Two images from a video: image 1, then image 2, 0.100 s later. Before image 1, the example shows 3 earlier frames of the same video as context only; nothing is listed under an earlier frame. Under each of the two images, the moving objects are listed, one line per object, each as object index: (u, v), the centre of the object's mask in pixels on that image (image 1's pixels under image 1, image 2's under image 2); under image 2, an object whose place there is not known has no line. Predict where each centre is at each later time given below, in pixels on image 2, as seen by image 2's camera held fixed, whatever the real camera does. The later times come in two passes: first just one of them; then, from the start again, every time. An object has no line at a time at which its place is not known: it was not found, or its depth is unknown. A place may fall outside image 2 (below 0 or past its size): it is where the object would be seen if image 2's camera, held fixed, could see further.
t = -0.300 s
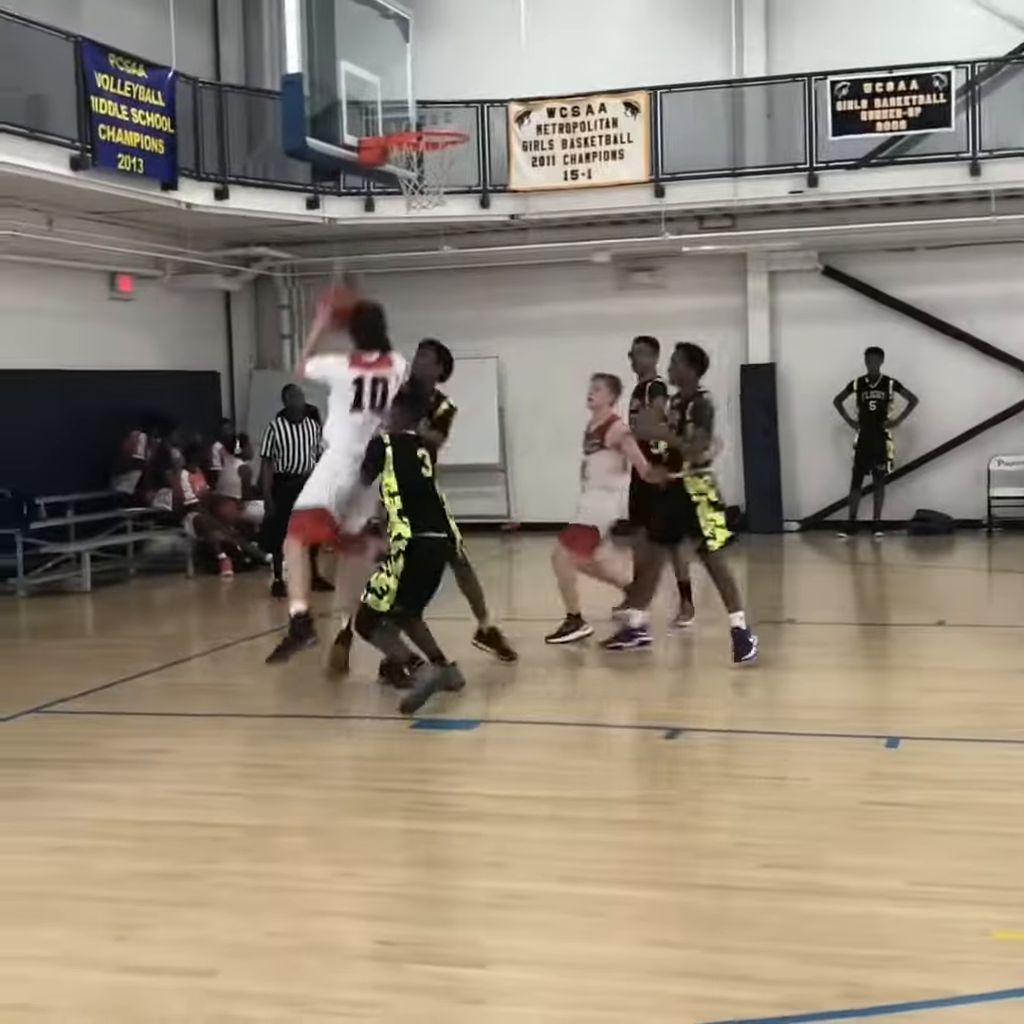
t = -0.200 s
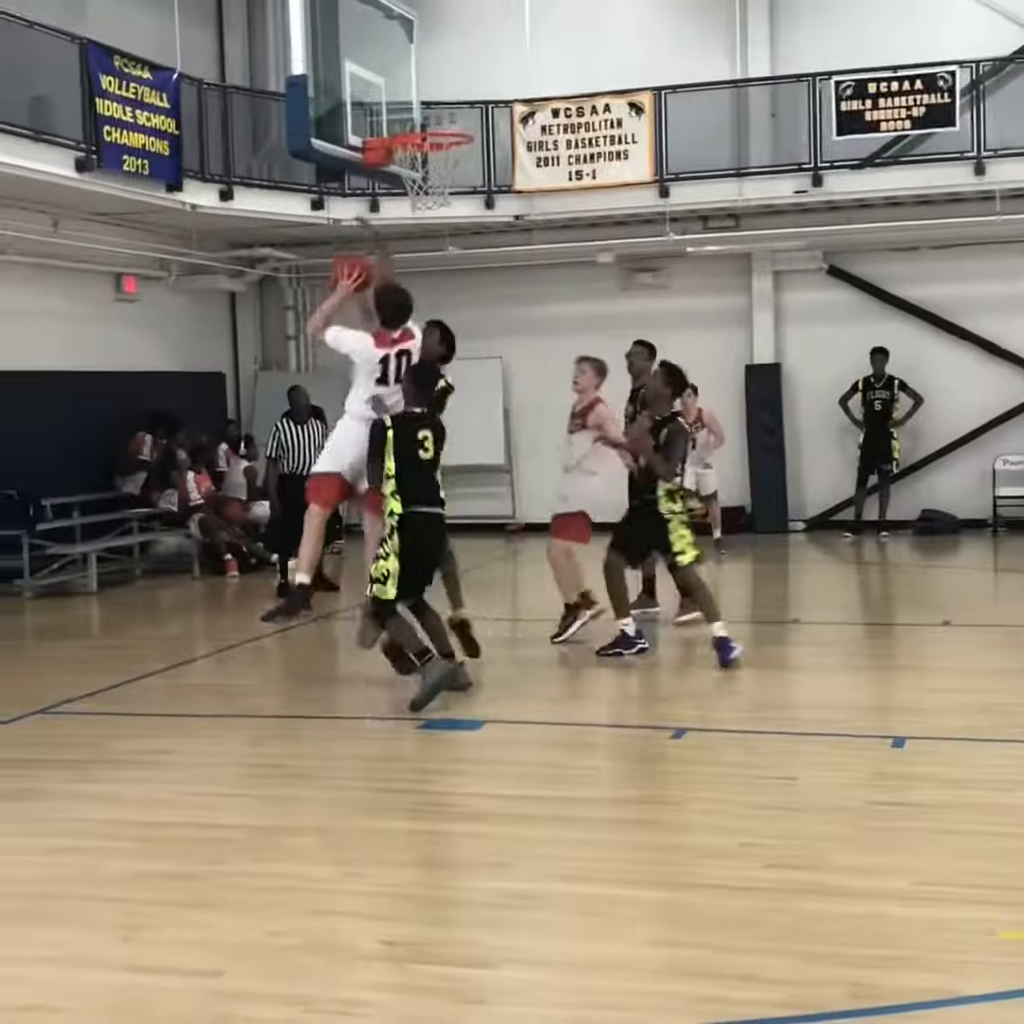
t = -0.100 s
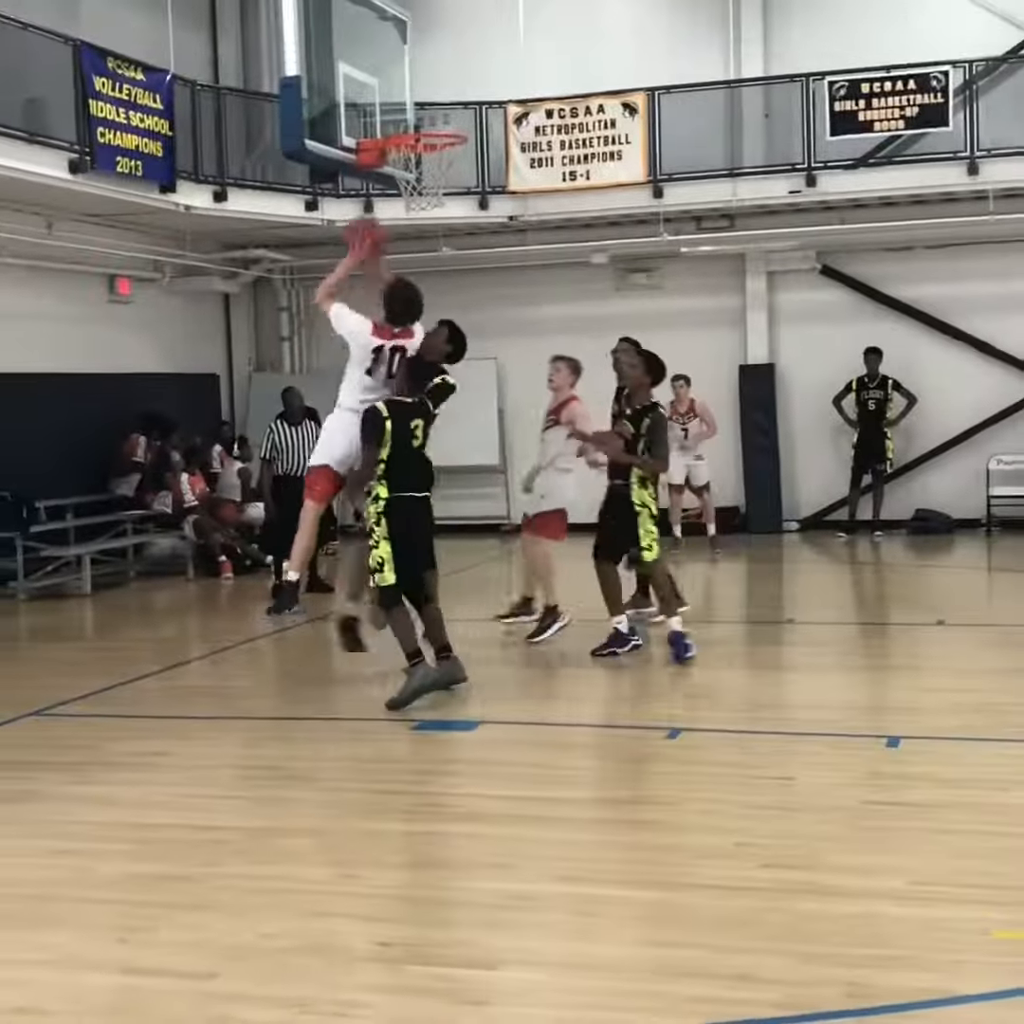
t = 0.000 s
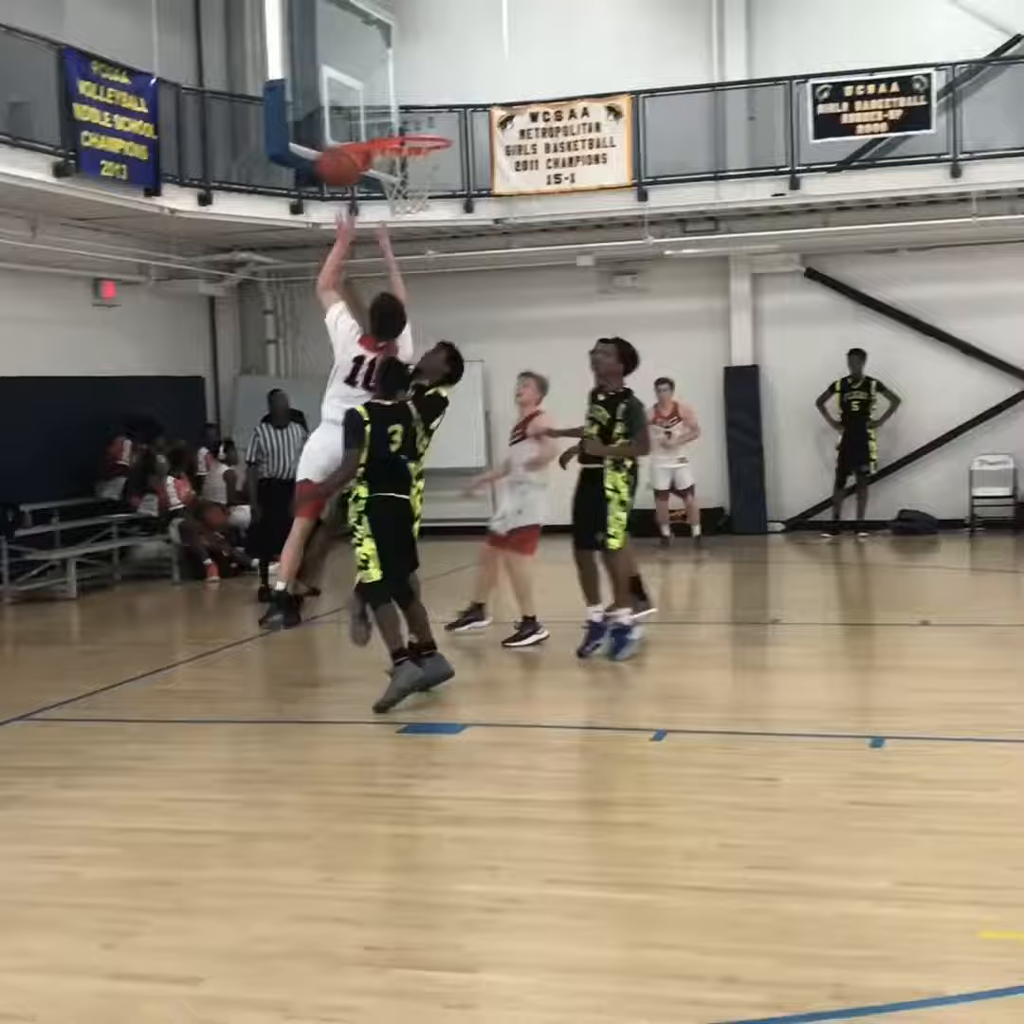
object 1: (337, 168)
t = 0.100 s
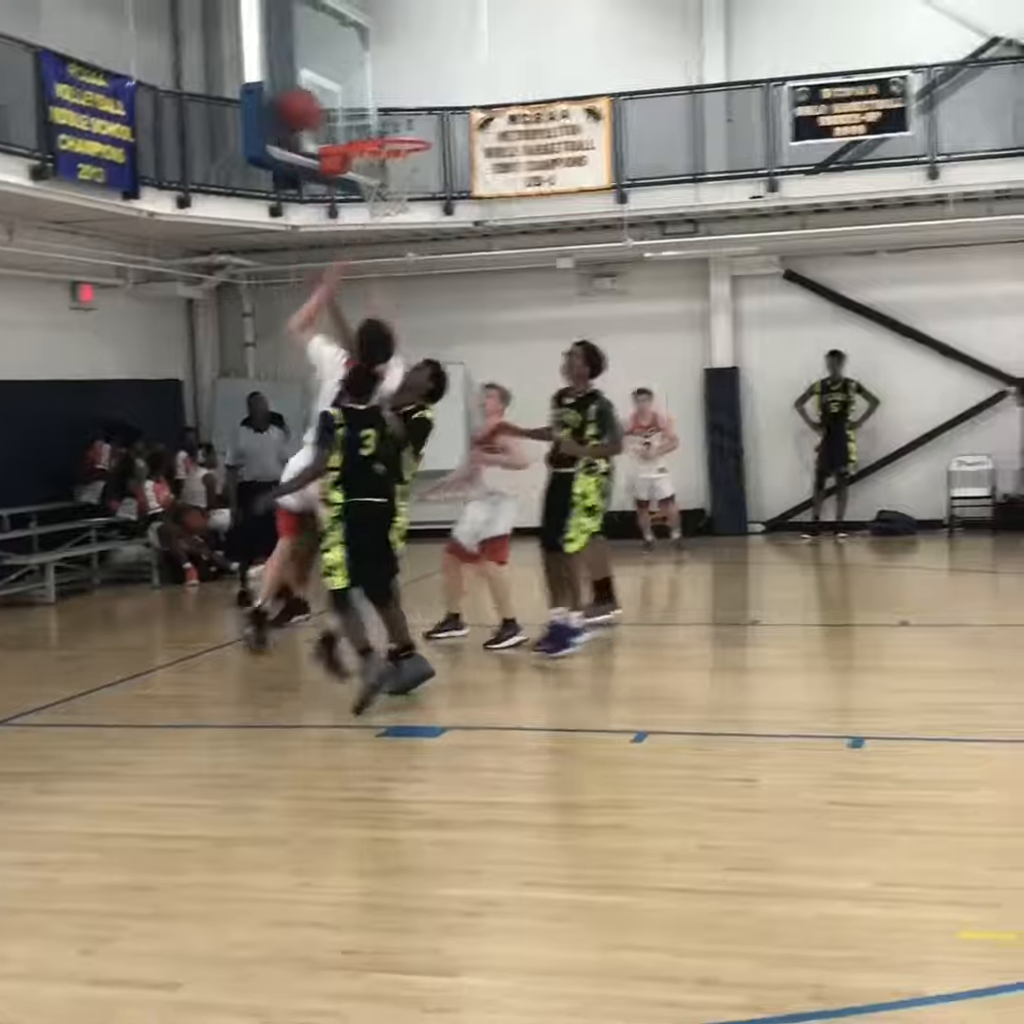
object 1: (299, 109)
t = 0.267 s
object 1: (334, 81)
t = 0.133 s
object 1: (304, 100)
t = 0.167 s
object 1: (311, 92)
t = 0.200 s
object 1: (319, 86)
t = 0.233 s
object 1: (326, 83)
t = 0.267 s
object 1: (334, 81)
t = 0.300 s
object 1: (342, 82)
